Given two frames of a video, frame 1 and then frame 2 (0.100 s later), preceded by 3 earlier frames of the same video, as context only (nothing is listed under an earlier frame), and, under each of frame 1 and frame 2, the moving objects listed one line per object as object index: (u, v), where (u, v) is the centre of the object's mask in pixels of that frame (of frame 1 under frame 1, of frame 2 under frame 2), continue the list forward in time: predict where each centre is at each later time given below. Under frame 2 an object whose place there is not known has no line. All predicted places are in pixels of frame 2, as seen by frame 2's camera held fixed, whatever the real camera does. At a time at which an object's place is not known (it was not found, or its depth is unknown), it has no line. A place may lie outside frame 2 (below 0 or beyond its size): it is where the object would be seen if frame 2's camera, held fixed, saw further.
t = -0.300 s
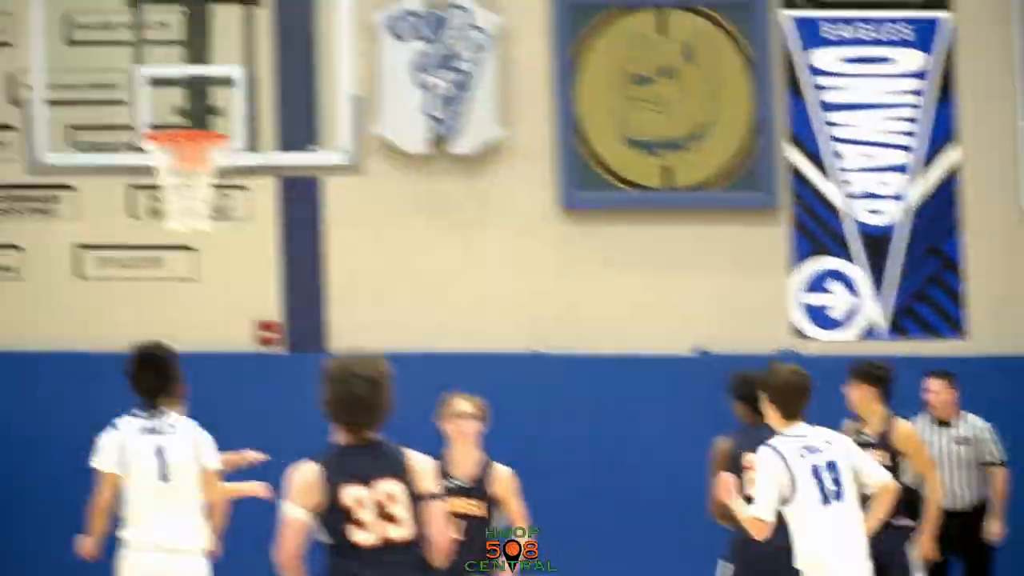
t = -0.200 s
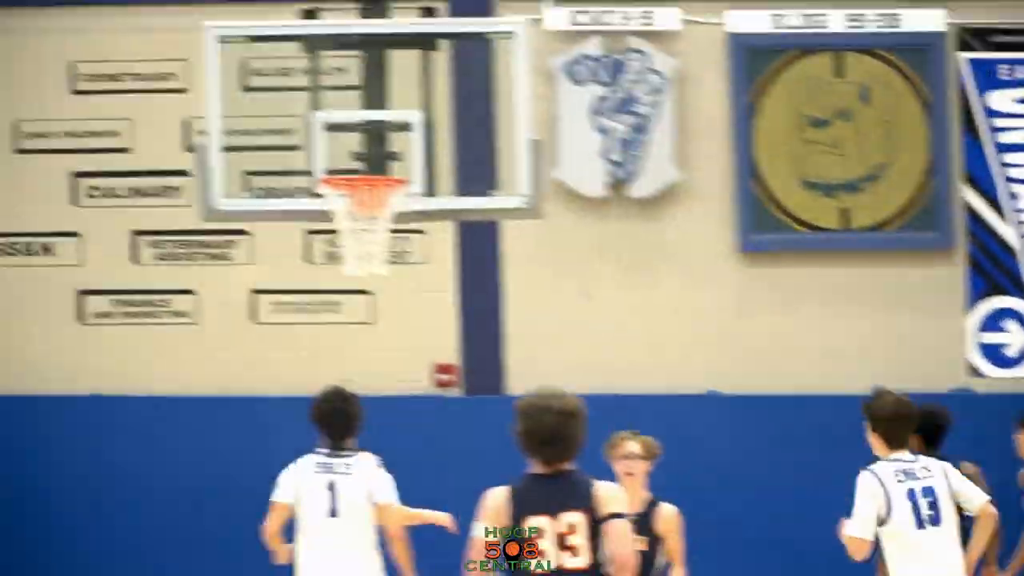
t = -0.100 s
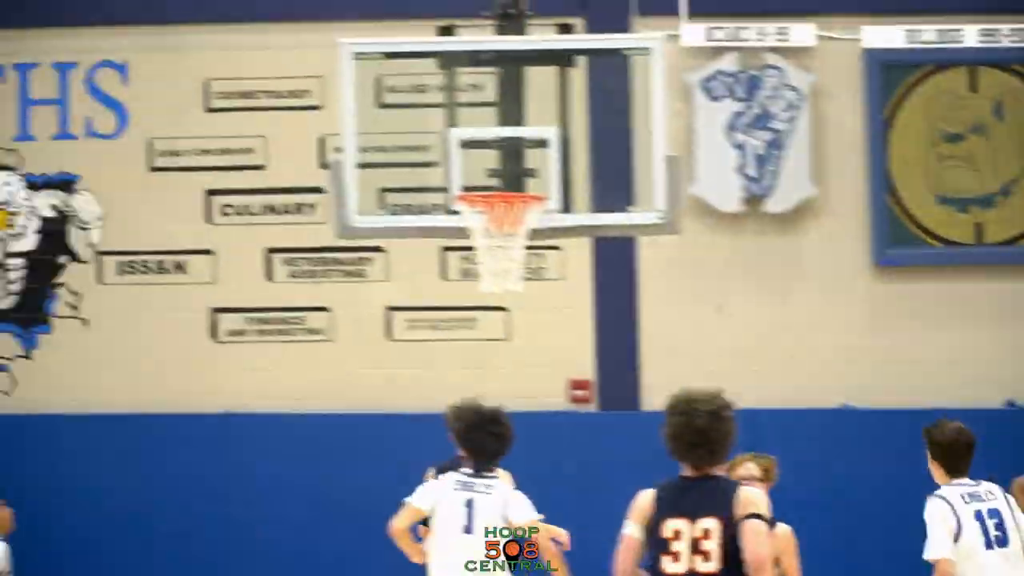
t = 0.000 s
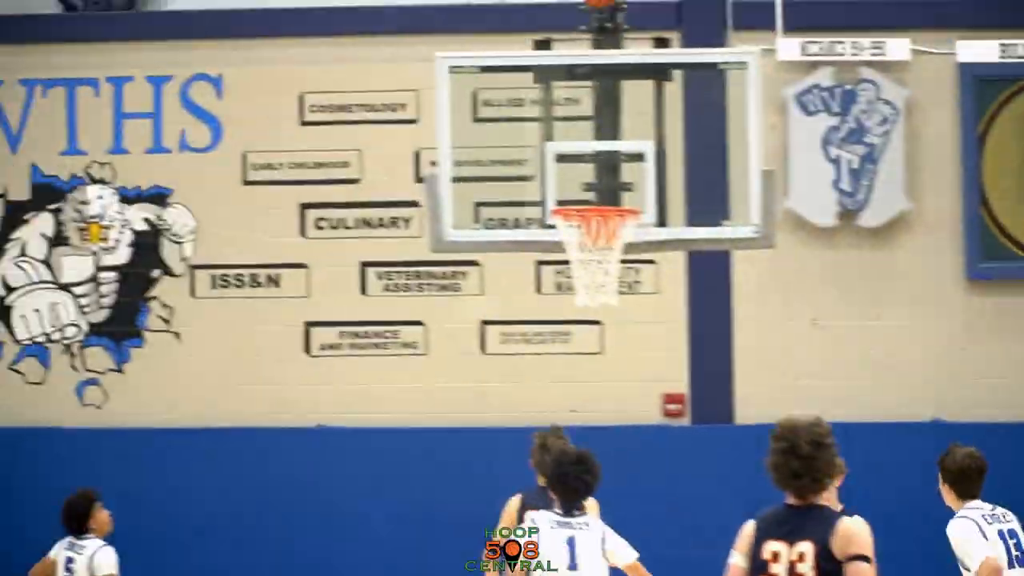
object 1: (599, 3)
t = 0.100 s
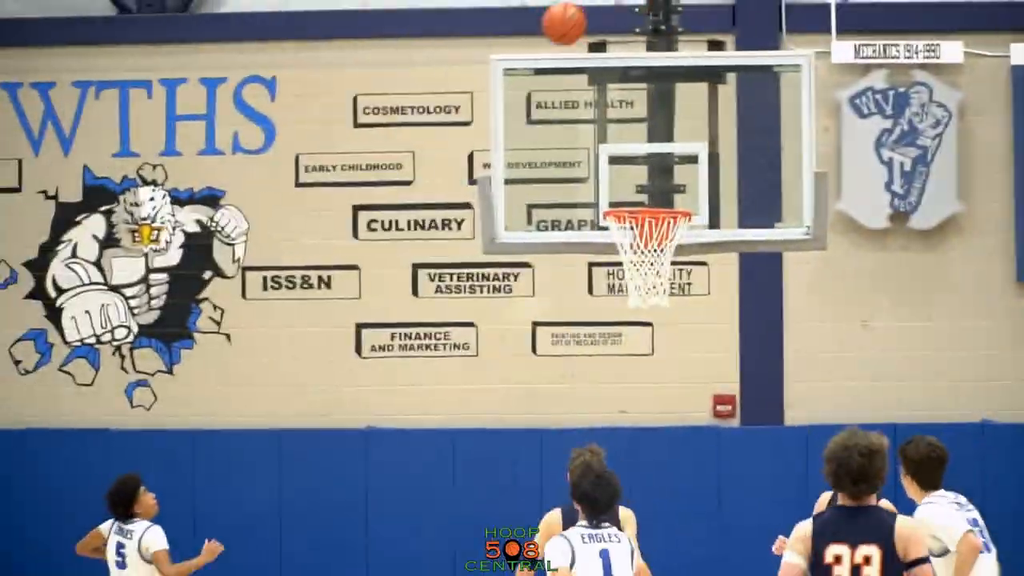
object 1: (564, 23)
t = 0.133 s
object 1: (533, 37)
